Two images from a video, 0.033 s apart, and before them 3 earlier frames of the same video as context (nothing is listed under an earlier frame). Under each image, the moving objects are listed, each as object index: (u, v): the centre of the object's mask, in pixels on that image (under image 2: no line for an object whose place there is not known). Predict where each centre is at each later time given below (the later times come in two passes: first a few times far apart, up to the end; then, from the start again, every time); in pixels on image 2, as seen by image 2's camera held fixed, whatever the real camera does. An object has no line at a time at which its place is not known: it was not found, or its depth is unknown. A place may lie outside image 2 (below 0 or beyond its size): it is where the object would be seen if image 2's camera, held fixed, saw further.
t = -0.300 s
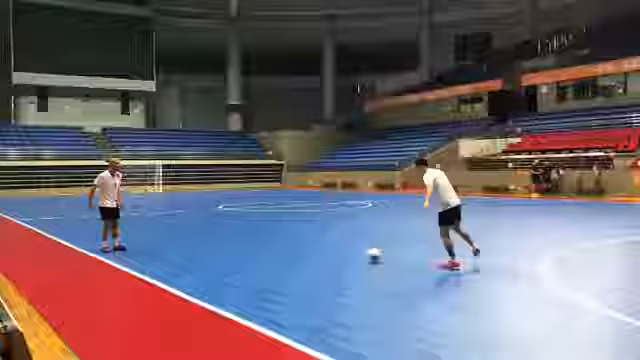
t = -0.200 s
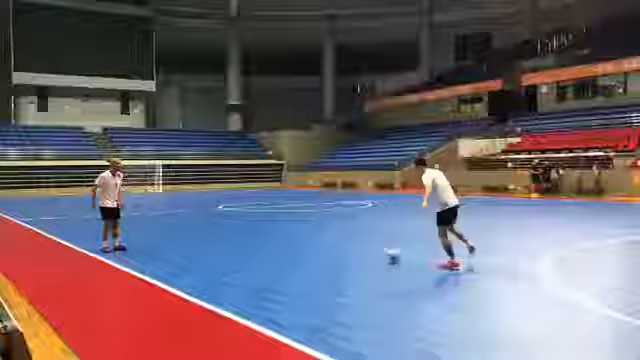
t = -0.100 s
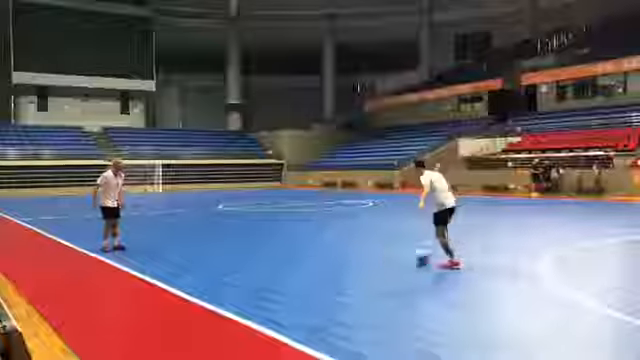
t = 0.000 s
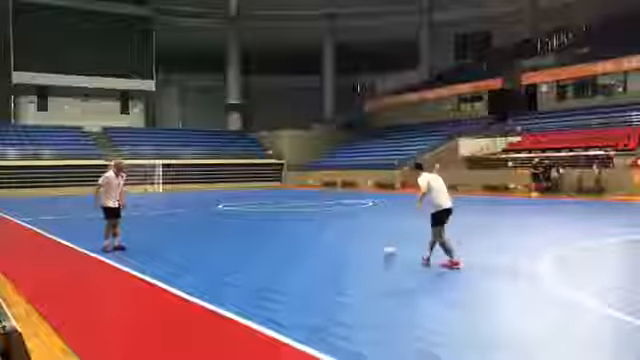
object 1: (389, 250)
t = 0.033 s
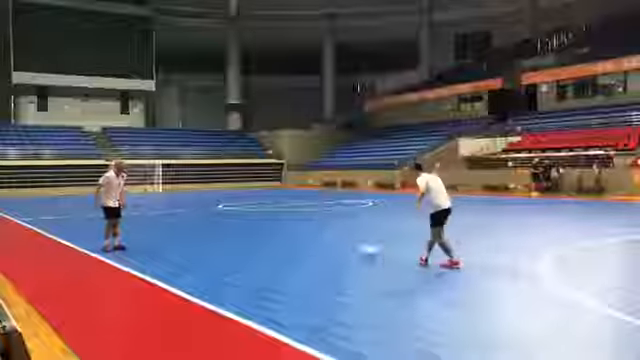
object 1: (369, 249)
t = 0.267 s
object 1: (278, 249)
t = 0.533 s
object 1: (210, 246)
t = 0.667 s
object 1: (179, 246)
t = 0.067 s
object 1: (352, 252)
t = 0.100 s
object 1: (338, 250)
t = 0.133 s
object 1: (326, 250)
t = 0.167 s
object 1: (311, 248)
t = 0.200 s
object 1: (299, 248)
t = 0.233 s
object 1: (289, 248)
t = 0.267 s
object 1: (278, 249)
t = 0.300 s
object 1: (268, 248)
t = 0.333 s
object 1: (259, 248)
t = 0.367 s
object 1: (249, 248)
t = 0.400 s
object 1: (241, 247)
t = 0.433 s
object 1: (234, 247)
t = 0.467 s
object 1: (226, 247)
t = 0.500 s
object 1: (217, 247)
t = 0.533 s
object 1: (210, 246)
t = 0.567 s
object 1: (203, 246)
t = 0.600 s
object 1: (192, 245)
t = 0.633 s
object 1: (185, 246)
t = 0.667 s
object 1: (179, 246)
